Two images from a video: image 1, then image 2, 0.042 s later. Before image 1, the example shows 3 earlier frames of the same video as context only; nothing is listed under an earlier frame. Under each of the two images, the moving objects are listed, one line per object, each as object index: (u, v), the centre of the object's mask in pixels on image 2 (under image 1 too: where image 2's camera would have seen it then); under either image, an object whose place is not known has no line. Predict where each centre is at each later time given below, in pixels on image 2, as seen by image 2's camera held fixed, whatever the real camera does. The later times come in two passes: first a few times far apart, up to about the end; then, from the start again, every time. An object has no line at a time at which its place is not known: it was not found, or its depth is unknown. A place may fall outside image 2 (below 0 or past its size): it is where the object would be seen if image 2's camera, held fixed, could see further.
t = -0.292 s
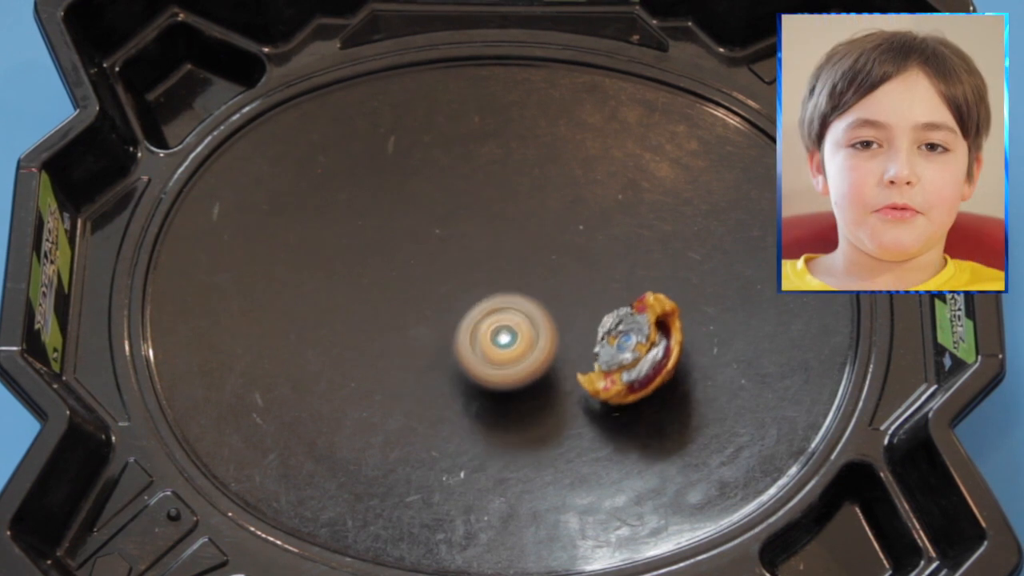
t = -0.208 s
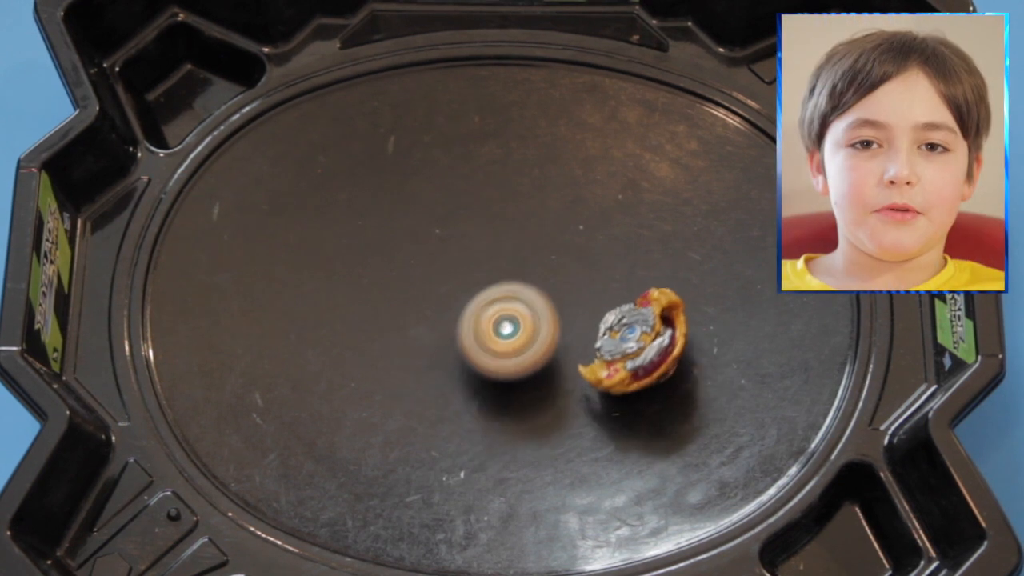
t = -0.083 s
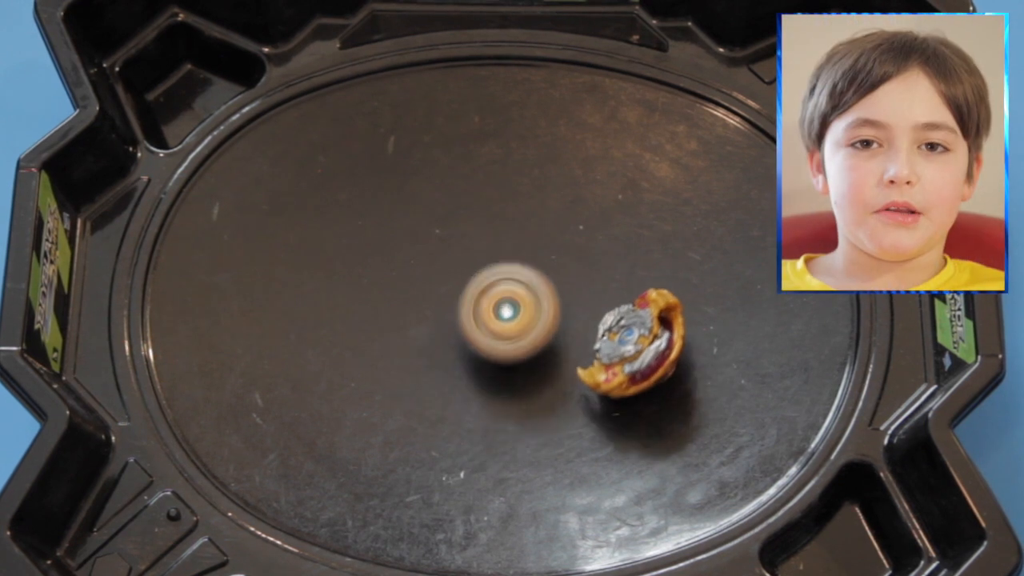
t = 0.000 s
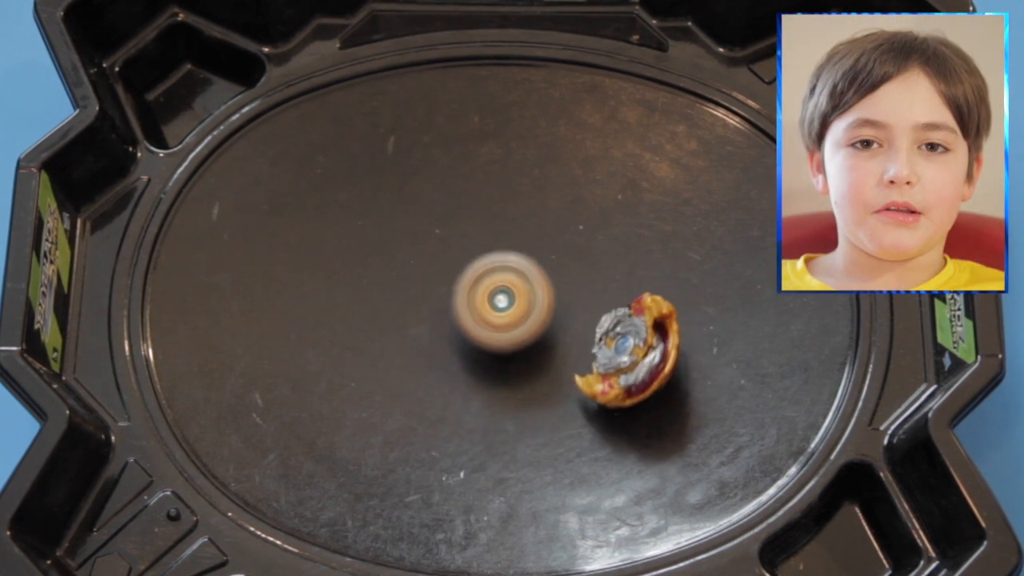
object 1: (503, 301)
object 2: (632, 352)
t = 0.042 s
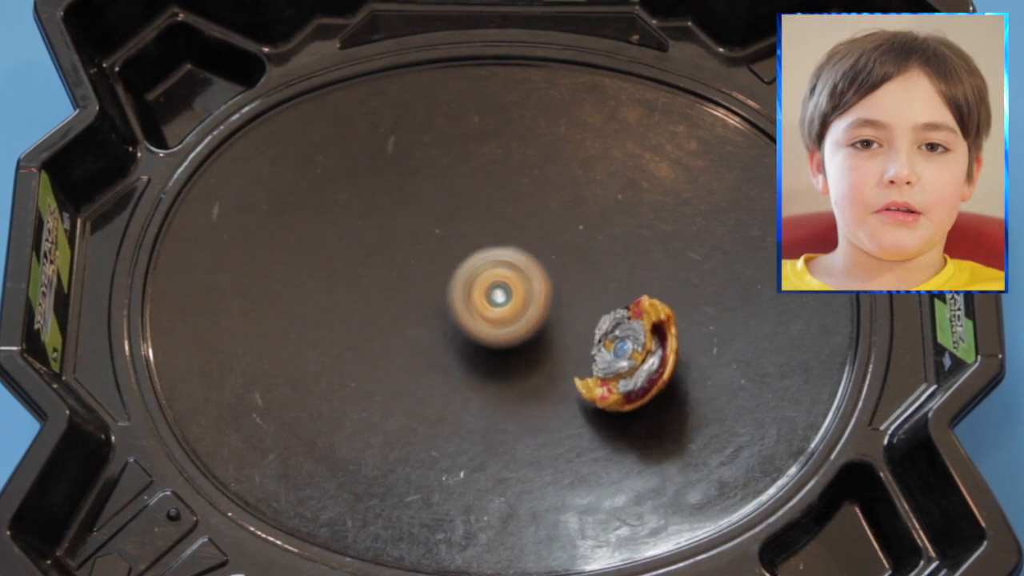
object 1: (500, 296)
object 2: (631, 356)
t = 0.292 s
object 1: (467, 287)
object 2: (633, 347)
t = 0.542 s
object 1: (450, 307)
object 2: (631, 350)
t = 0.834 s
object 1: (465, 329)
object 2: (631, 349)
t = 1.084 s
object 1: (508, 307)
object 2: (629, 355)
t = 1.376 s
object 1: (474, 288)
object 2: (629, 352)
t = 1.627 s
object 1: (532, 309)
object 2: (630, 347)
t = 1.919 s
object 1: (514, 338)
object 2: (630, 345)
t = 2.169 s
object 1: (480, 331)
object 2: (630, 346)
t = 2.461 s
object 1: (467, 317)
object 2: (630, 345)
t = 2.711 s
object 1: (478, 299)
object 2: (630, 345)
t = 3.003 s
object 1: (491, 306)
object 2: (630, 345)
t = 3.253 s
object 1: (499, 328)
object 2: (630, 345)
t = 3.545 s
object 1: (494, 332)
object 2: (630, 346)
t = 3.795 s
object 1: (479, 326)
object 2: (630, 345)
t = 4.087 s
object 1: (476, 324)
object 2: (630, 346)
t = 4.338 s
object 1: (477, 317)
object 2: (630, 346)
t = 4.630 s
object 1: (482, 316)
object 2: (630, 346)
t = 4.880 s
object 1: (483, 310)
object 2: (630, 346)
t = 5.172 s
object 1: (491, 309)
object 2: (630, 346)
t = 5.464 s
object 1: (492, 314)
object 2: (630, 346)
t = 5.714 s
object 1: (485, 318)
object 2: (630, 346)
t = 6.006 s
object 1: (492, 313)
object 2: (630, 346)
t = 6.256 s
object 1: (488, 317)
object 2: (630, 346)
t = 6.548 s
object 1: (488, 314)
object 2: (630, 346)
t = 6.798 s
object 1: (488, 316)
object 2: (630, 346)
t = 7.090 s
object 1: (487, 316)
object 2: (630, 346)
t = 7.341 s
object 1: (488, 316)
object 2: (630, 346)
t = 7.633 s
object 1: (487, 316)
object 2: (630, 346)
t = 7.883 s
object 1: (487, 316)
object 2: (630, 346)
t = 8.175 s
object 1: (487, 316)
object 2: (630, 346)
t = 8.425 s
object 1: (486, 317)
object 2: (630, 346)
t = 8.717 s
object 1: (486, 317)
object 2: (630, 345)
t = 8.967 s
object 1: (486, 316)
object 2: (630, 346)
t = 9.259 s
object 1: (486, 316)
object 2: (630, 346)
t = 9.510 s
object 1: (489, 317)
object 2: (630, 346)
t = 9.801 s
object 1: (497, 352)
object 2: (630, 346)
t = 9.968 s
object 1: (475, 325)
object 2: (631, 346)
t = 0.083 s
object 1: (496, 292)
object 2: (631, 358)
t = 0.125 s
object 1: (491, 290)
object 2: (631, 359)
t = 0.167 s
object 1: (486, 288)
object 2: (631, 357)
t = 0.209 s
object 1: (479, 287)
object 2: (631, 354)
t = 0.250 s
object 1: (473, 286)
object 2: (632, 351)
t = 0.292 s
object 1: (467, 287)
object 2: (633, 347)
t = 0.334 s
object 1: (463, 289)
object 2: (635, 344)
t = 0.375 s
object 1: (458, 293)
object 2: (636, 343)
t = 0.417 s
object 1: (454, 296)
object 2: (636, 343)
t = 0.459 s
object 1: (452, 299)
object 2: (635, 345)
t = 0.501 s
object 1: (450, 302)
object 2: (633, 347)
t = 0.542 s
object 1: (450, 307)
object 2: (631, 350)
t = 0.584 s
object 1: (449, 311)
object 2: (631, 353)
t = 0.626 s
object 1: (449, 315)
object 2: (630, 355)
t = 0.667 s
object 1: (451, 319)
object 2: (630, 357)
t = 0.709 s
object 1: (454, 322)
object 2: (630, 356)
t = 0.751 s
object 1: (457, 325)
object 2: (630, 354)
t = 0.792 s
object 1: (461, 327)
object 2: (630, 352)
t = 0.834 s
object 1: (465, 329)
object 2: (631, 349)
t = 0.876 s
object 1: (475, 329)
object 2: (634, 344)
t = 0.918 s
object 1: (482, 328)
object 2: (634, 344)
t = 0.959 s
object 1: (488, 327)
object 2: (633, 345)
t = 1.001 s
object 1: (498, 320)
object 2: (631, 349)
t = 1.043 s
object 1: (502, 316)
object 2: (630, 352)
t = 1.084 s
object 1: (508, 307)
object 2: (629, 355)
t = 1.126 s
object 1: (510, 296)
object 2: (629, 355)
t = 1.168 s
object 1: (510, 287)
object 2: (629, 352)
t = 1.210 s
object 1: (504, 278)
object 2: (631, 349)
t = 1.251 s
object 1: (498, 273)
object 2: (632, 345)
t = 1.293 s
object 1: (487, 272)
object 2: (630, 348)
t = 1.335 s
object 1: (479, 280)
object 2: (629, 352)
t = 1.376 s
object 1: (474, 288)
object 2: (629, 352)
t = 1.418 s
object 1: (473, 304)
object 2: (629, 352)
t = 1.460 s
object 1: (479, 318)
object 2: (630, 349)
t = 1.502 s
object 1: (498, 331)
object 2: (631, 345)
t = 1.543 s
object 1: (512, 331)
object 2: (630, 349)
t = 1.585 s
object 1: (526, 324)
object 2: (629, 350)
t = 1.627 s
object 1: (532, 309)
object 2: (630, 347)
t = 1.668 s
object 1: (526, 295)
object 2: (630, 347)
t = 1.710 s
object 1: (515, 289)
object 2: (629, 348)
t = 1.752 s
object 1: (500, 294)
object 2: (630, 346)
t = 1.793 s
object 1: (491, 309)
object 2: (630, 347)
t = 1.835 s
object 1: (493, 328)
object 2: (630, 347)
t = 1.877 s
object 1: (503, 339)
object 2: (630, 346)
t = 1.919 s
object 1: (514, 338)
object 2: (630, 345)
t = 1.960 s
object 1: (521, 326)
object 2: (630, 346)
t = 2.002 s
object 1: (518, 311)
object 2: (630, 346)
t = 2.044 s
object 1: (508, 303)
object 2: (630, 346)
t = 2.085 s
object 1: (493, 304)
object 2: (630, 345)
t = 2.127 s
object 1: (481, 314)
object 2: (630, 345)
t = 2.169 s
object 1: (480, 331)
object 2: (630, 346)
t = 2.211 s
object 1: (486, 342)
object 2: (630, 346)
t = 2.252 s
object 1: (495, 340)
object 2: (630, 346)
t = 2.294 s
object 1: (502, 329)
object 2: (630, 345)
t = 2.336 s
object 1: (500, 315)
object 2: (630, 345)
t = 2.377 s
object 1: (488, 306)
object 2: (630, 345)
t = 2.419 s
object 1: (476, 306)
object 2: (630, 345)
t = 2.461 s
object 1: (467, 317)
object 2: (630, 345)
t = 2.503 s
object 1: (468, 330)
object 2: (630, 346)
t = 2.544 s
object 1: (474, 336)
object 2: (630, 346)
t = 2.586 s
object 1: (485, 331)
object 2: (630, 346)
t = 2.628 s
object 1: (491, 319)
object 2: (630, 345)
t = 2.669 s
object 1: (488, 306)
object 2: (630, 345)
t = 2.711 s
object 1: (478, 299)
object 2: (630, 345)
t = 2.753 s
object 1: (468, 303)
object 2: (630, 345)
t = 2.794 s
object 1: (463, 314)
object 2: (630, 345)
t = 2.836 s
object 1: (466, 326)
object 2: (630, 345)
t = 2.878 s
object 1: (476, 330)
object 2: (630, 345)
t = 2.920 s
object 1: (489, 327)
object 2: (630, 345)
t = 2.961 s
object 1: (495, 317)
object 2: (630, 345)
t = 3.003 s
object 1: (491, 306)
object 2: (630, 345)
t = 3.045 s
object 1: (484, 299)
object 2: (630, 345)
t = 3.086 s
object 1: (476, 303)
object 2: (630, 345)
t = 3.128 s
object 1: (472, 314)
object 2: (630, 345)
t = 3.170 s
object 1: (477, 324)
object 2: (630, 346)
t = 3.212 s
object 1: (489, 330)
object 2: (630, 345)
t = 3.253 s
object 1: (499, 328)
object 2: (630, 345)
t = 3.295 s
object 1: (504, 319)
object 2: (630, 345)
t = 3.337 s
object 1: (501, 310)
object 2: (630, 345)
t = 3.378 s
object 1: (492, 307)
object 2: (630, 345)
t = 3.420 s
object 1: (484, 310)
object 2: (630, 345)
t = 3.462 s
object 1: (480, 320)
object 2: (630, 345)
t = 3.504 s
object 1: (484, 329)
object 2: (630, 346)
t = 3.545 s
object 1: (494, 332)
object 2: (630, 346)
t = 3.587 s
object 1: (501, 329)
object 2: (630, 345)
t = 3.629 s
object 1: (502, 321)
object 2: (630, 345)
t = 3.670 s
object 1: (497, 315)
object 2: (630, 346)
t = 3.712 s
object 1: (488, 313)
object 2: (630, 345)
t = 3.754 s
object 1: (481, 319)
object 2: (630, 346)
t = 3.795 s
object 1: (479, 326)
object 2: (630, 345)
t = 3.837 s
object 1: (485, 332)
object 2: (630, 345)
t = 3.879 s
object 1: (491, 333)
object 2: (630, 345)
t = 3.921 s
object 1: (496, 328)
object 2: (630, 345)
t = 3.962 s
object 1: (493, 323)
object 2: (630, 345)
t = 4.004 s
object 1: (487, 318)
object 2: (630, 345)
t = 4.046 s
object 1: (478, 319)
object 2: (630, 346)
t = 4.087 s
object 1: (476, 324)
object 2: (630, 346)
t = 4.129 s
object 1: (477, 330)
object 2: (630, 346)
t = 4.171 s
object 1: (482, 332)
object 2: (630, 346)
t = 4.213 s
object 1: (486, 329)
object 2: (630, 346)
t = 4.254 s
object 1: (487, 325)
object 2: (630, 346)
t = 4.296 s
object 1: (484, 319)
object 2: (630, 346)
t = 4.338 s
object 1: (477, 317)
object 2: (630, 346)
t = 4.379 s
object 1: (474, 318)
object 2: (630, 346)
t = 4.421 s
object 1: (473, 322)
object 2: (630, 346)
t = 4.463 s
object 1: (478, 326)
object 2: (630, 346)
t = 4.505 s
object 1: (484, 325)
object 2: (630, 346)
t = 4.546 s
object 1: (486, 323)
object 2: (630, 346)
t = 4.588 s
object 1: (486, 319)
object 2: (630, 346)
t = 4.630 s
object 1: (482, 316)
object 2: (630, 346)
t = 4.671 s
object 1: (479, 316)
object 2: (630, 345)
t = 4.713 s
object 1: (478, 317)
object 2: (630, 346)
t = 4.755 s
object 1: (479, 317)
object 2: (630, 345)
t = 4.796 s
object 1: (481, 316)
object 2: (630, 346)
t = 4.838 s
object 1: (483, 313)
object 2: (630, 346)
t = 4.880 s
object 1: (483, 310)
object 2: (630, 346)
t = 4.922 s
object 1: (481, 309)
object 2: (630, 345)
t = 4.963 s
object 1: (481, 311)
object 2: (630, 346)
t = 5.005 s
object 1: (483, 313)
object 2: (630, 346)
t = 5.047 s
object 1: (486, 313)
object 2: (630, 346)
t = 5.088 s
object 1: (488, 313)
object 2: (630, 346)
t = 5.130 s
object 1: (490, 311)
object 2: (630, 346)
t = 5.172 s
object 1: (491, 309)
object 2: (630, 346)
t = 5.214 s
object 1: (489, 309)
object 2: (630, 346)
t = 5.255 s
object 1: (487, 311)
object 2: (630, 346)
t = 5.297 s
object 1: (487, 314)
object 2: (630, 346)
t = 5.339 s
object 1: (489, 317)
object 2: (630, 346)
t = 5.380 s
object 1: (490, 317)
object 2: (630, 346)
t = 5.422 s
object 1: (491, 316)
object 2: (630, 346)
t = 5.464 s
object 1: (492, 314)
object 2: (630, 346)
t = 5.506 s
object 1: (491, 313)
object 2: (630, 346)
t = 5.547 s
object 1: (491, 312)
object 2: (630, 346)
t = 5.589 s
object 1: (489, 313)
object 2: (630, 346)
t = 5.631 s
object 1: (487, 314)
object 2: (630, 346)
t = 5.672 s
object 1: (486, 316)
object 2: (630, 346)
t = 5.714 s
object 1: (485, 318)
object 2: (630, 346)
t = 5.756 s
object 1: (485, 318)
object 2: (630, 346)
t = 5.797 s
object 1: (486, 316)
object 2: (630, 346)
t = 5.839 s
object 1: (489, 315)
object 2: (630, 346)
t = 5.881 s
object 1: (490, 313)
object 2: (630, 346)
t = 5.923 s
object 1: (491, 312)
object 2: (630, 346)
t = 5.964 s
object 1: (492, 312)
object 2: (630, 346)
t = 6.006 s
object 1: (492, 313)
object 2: (630, 346)
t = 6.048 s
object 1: (491, 315)
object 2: (630, 346)
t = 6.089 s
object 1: (490, 317)
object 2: (630, 346)
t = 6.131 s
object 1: (490, 318)
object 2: (630, 346)
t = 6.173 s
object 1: (489, 318)
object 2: (630, 346)
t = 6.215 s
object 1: (489, 318)
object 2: (630, 346)
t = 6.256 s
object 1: (488, 317)
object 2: (630, 346)
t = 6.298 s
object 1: (486, 316)
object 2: (630, 346)
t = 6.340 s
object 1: (485, 314)
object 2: (630, 346)
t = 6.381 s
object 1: (485, 314)
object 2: (630, 346)
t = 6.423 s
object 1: (485, 314)
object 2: (630, 346)
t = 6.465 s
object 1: (486, 313)
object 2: (630, 346)
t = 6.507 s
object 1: (487, 314)
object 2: (630, 346)
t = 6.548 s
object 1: (488, 314)
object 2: (630, 346)
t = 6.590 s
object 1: (490, 315)
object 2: (630, 346)
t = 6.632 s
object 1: (490, 316)
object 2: (630, 346)
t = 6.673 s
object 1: (491, 317)
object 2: (630, 346)
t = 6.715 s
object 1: (490, 318)
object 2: (630, 346)
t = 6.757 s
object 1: (489, 317)
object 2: (630, 346)
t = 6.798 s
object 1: (488, 316)
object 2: (630, 346)
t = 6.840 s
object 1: (487, 315)
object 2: (630, 346)
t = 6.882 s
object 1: (486, 315)
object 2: (630, 346)
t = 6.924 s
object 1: (486, 315)
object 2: (630, 346)
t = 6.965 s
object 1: (486, 315)
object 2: (630, 346)
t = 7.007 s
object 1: (486, 315)
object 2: (630, 346)
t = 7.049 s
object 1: (486, 316)
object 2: (630, 346)
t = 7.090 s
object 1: (487, 316)
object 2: (630, 346)
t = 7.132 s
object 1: (488, 316)
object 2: (630, 346)
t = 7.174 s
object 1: (489, 316)
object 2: (630, 346)
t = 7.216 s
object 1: (490, 317)
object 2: (630, 346)
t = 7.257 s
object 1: (490, 316)
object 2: (630, 346)
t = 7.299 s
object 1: (490, 317)
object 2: (630, 346)
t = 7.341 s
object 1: (488, 316)
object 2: (630, 346)
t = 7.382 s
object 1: (488, 316)
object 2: (630, 346)
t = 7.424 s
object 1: (488, 315)
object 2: (630, 346)
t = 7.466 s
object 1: (488, 316)
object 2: (630, 346)
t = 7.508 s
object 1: (487, 317)
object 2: (630, 346)
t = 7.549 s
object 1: (486, 317)
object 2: (630, 346)
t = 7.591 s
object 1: (487, 316)
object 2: (630, 346)
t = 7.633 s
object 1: (487, 316)
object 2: (630, 346)
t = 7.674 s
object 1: (487, 317)
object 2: (630, 346)
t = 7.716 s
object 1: (487, 316)
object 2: (630, 346)
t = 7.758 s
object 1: (487, 316)
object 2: (630, 346)
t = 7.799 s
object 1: (487, 317)
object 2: (630, 346)
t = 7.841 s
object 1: (487, 317)
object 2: (630, 346)
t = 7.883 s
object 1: (487, 316)
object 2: (630, 346)
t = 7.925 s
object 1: (487, 316)
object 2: (630, 346)
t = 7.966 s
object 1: (487, 317)
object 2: (630, 346)
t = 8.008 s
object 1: (487, 316)
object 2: (630, 346)
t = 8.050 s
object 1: (487, 316)
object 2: (630, 346)
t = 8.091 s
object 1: (487, 317)
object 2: (630, 346)
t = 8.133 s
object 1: (487, 316)
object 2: (630, 346)
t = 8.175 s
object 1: (487, 316)
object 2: (630, 346)
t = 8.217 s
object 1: (486, 317)
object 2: (630, 346)
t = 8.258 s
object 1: (487, 316)
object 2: (630, 346)
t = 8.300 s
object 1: (487, 317)
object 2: (630, 346)
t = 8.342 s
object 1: (486, 316)
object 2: (630, 346)
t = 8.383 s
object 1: (488, 316)
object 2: (630, 346)
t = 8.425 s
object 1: (486, 317)
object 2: (630, 346)
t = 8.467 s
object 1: (487, 316)
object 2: (630, 346)
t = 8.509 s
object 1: (487, 317)
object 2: (630, 346)
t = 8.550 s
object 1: (486, 316)
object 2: (630, 346)
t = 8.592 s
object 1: (487, 317)
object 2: (630, 346)
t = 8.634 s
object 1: (486, 316)
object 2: (630, 346)
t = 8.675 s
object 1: (487, 317)
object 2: (630, 346)
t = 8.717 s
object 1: (486, 317)
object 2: (630, 345)
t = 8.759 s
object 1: (488, 316)
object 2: (630, 345)
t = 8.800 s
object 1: (486, 316)
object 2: (630, 346)
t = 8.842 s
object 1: (487, 316)
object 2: (630, 346)
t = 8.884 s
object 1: (487, 317)
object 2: (630, 346)
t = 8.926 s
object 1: (488, 316)
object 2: (630, 346)
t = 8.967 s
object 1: (486, 316)
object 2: (630, 346)
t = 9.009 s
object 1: (487, 316)
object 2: (630, 346)
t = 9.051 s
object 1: (486, 316)
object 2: (630, 346)
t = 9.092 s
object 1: (487, 317)
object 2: (630, 346)
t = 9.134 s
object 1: (486, 316)
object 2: (630, 346)
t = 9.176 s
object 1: (487, 317)
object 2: (630, 346)
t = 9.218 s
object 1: (486, 315)
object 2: (630, 346)
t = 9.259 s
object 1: (486, 316)
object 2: (630, 346)
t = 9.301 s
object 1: (487, 314)
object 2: (630, 346)
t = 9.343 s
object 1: (488, 315)
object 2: (630, 346)
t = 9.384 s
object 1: (489, 317)
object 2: (630, 346)
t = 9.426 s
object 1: (485, 316)
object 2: (630, 345)
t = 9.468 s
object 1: (487, 315)
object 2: (630, 345)
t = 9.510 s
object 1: (489, 317)
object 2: (630, 346)
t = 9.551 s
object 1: (484, 315)
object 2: (630, 346)
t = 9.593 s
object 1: (491, 319)
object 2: (630, 346)
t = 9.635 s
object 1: (488, 318)
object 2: (630, 345)
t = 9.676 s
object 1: (496, 327)
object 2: (630, 345)
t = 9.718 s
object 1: (487, 334)
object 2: (630, 345)
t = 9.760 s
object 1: (495, 336)
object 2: (630, 346)
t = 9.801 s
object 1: (497, 352)
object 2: (630, 346)
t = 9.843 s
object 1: (491, 340)
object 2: (630, 346)
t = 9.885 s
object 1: (499, 342)
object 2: (630, 346)
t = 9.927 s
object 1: (479, 339)
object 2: (630, 346)
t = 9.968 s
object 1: (475, 325)
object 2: (631, 346)
